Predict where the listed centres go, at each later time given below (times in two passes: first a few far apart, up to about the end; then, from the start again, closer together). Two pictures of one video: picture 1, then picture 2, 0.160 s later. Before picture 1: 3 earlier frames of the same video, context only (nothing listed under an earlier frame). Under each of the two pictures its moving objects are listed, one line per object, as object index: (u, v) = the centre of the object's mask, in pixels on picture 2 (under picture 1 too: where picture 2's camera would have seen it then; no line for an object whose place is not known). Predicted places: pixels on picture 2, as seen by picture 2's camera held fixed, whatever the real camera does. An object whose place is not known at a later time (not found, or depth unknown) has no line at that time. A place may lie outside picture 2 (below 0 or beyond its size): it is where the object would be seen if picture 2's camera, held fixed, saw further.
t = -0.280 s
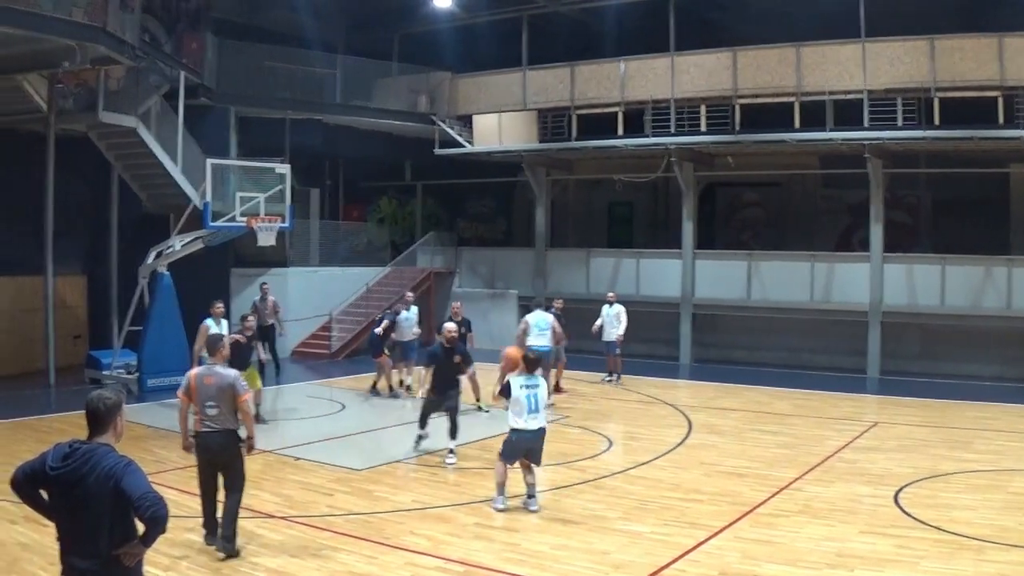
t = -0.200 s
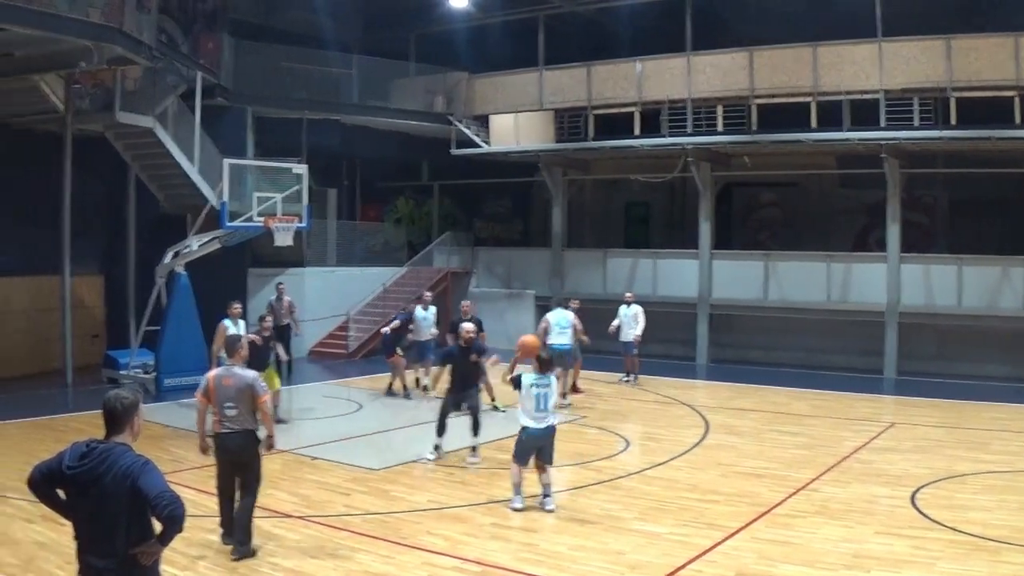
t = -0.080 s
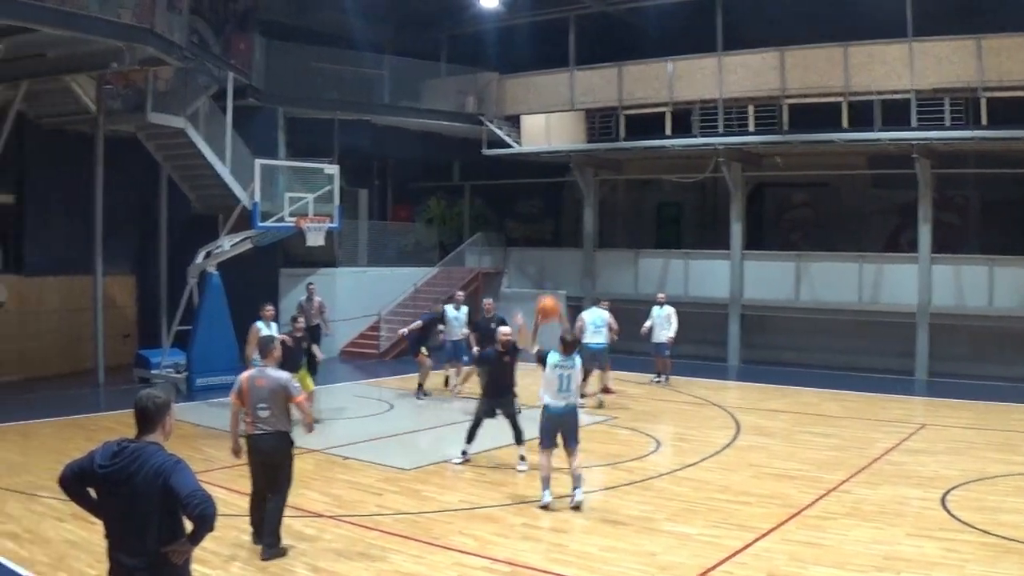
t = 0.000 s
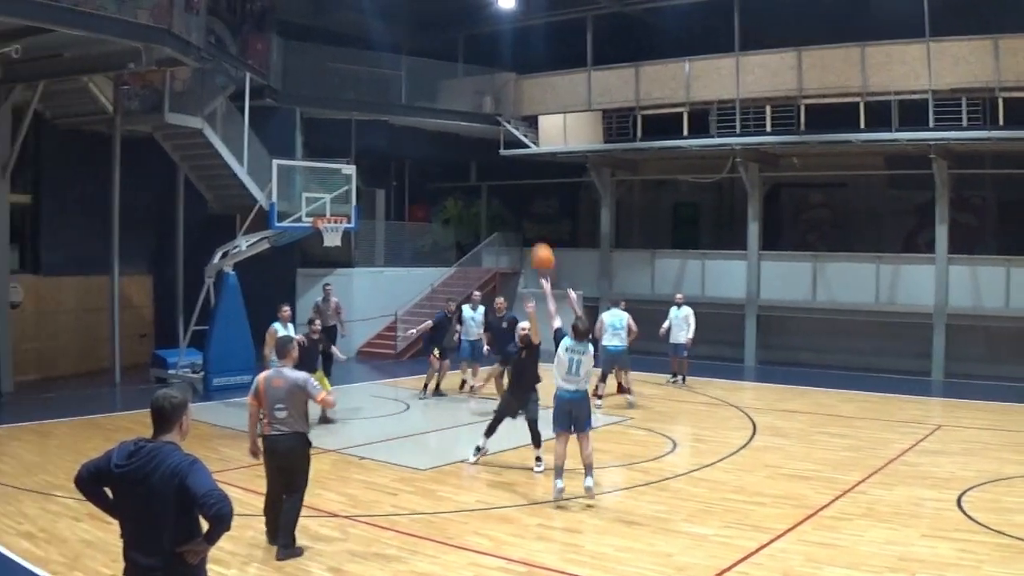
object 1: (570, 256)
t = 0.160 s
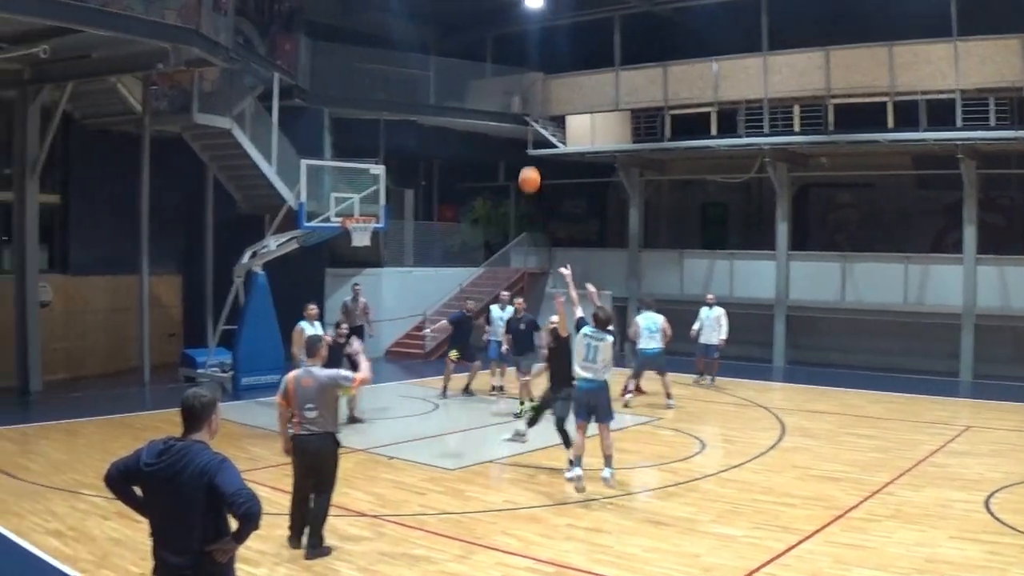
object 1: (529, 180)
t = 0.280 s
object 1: (501, 141)
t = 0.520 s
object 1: (453, 109)
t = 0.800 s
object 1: (409, 126)
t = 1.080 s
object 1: (372, 186)
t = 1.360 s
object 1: (347, 174)
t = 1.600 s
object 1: (326, 156)
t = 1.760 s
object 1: (312, 165)
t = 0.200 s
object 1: (520, 166)
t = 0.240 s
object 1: (511, 153)
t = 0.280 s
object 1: (501, 141)
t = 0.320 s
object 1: (493, 133)
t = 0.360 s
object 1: (484, 125)
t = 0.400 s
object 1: (476, 119)
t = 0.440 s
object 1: (468, 114)
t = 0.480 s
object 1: (461, 111)
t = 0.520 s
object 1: (453, 109)
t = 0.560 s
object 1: (446, 108)
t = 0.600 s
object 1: (440, 109)
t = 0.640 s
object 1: (433, 110)
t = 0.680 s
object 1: (427, 113)
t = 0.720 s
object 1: (420, 116)
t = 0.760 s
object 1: (415, 121)
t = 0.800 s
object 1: (409, 126)
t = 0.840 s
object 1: (403, 132)
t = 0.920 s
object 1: (391, 147)
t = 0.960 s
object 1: (387, 156)
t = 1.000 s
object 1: (382, 165)
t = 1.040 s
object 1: (377, 176)
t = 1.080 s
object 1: (372, 186)
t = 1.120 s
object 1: (367, 198)
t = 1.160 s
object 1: (363, 211)
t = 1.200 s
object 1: (359, 203)
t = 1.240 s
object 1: (356, 194)
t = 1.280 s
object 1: (353, 186)
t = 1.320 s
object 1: (350, 179)
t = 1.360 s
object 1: (347, 174)
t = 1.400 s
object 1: (344, 168)
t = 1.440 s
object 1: (340, 163)
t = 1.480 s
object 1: (336, 159)
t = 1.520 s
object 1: (333, 158)
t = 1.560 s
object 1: (330, 157)
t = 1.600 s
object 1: (326, 156)
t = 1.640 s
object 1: (323, 157)
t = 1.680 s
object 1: (319, 158)
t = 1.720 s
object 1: (315, 161)
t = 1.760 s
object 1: (312, 165)
